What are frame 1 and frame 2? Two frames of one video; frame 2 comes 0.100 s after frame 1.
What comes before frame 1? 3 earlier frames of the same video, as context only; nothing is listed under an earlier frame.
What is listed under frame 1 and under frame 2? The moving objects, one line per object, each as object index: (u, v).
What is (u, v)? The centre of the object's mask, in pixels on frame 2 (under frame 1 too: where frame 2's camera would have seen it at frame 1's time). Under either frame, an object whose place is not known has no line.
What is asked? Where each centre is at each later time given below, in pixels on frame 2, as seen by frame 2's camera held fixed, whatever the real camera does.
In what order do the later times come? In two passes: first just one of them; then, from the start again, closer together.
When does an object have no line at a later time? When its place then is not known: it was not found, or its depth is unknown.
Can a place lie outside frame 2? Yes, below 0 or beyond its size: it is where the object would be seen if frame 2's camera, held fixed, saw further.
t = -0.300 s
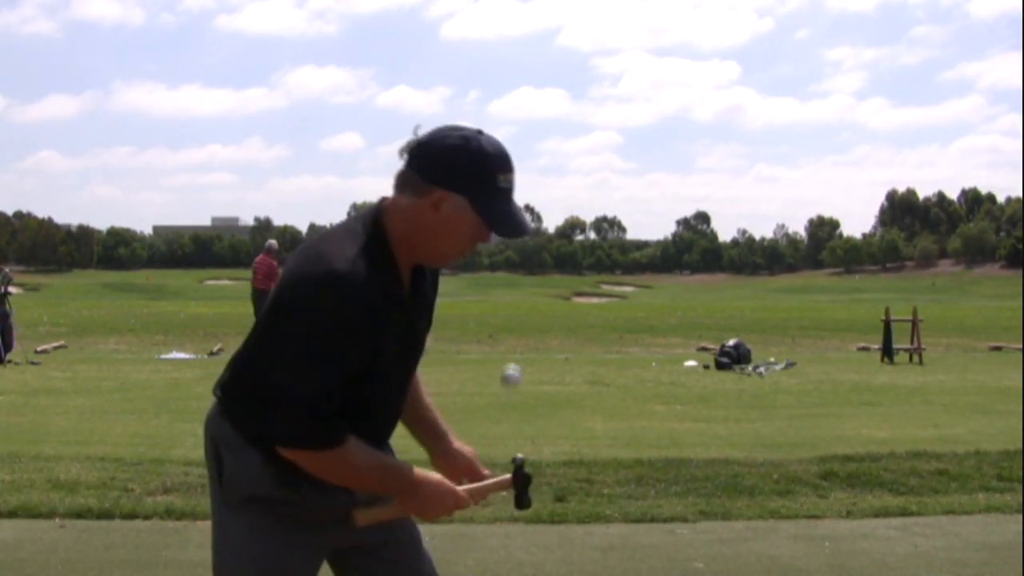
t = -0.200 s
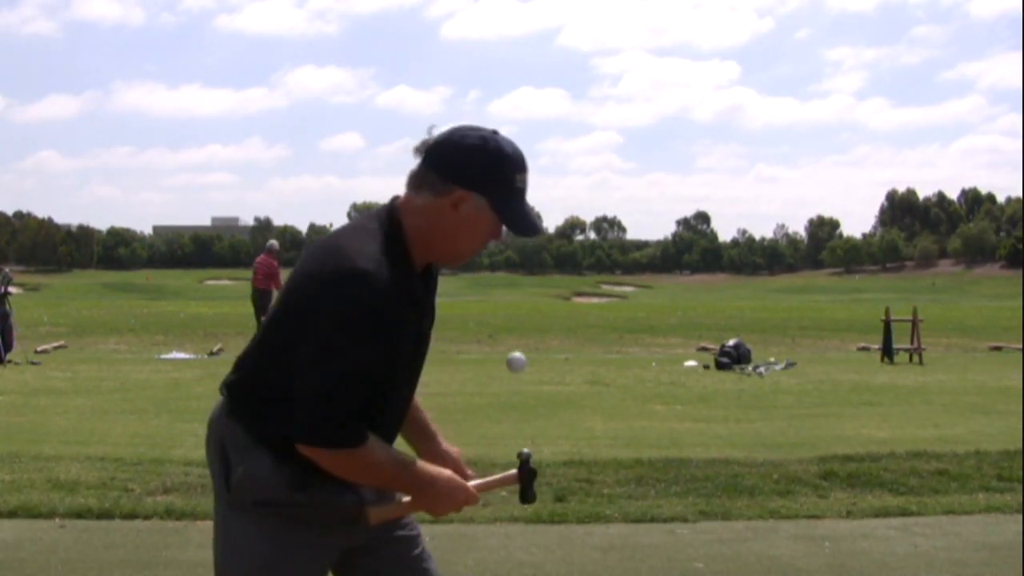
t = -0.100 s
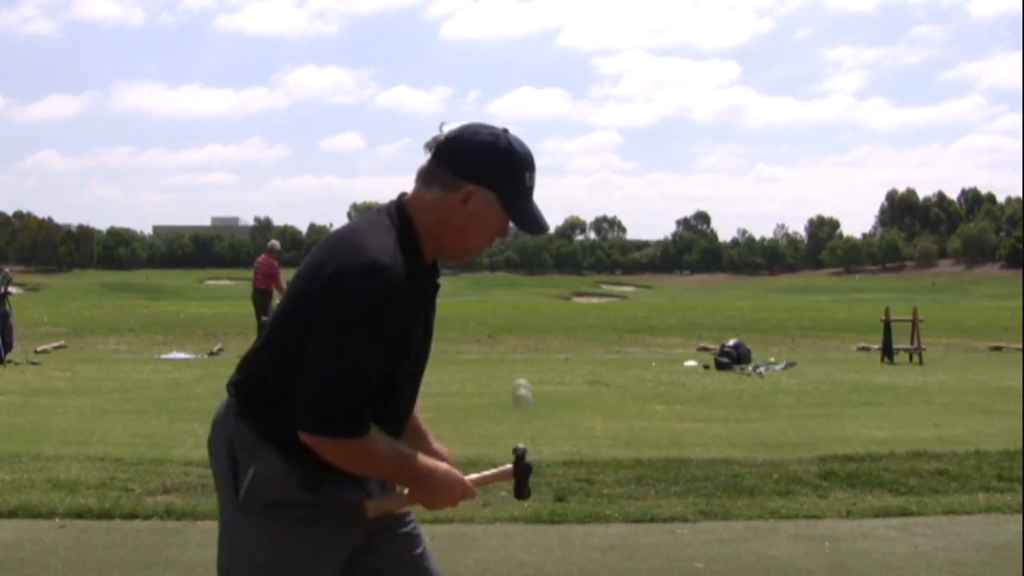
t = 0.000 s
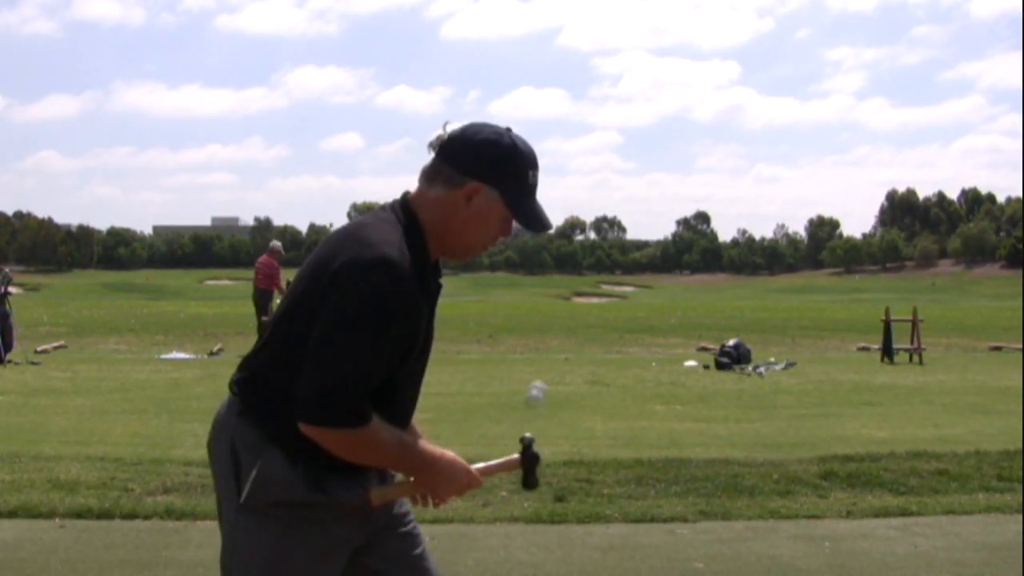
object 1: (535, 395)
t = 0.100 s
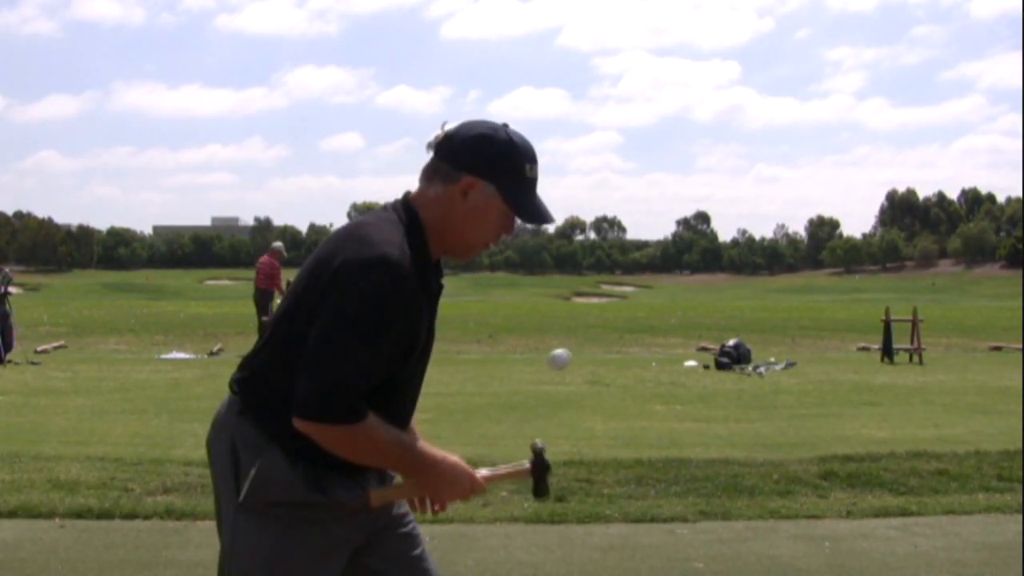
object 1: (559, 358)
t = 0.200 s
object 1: (584, 368)
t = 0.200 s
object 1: (584, 368)
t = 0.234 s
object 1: (595, 386)
